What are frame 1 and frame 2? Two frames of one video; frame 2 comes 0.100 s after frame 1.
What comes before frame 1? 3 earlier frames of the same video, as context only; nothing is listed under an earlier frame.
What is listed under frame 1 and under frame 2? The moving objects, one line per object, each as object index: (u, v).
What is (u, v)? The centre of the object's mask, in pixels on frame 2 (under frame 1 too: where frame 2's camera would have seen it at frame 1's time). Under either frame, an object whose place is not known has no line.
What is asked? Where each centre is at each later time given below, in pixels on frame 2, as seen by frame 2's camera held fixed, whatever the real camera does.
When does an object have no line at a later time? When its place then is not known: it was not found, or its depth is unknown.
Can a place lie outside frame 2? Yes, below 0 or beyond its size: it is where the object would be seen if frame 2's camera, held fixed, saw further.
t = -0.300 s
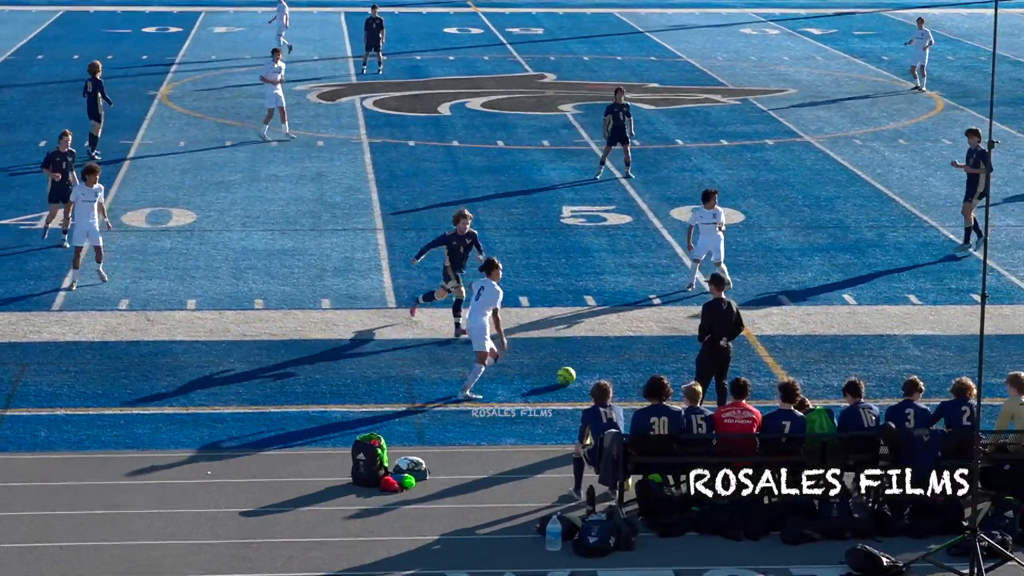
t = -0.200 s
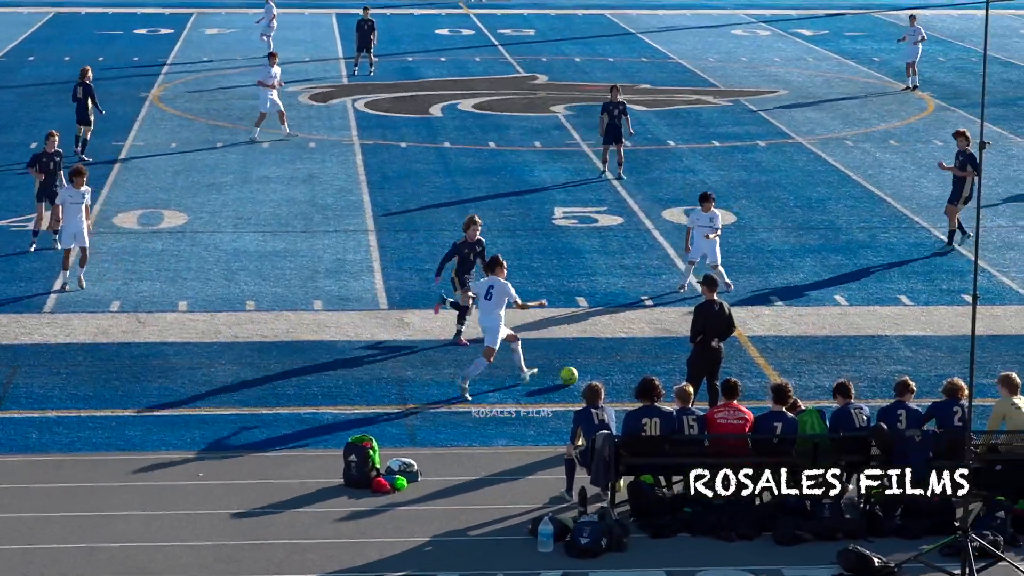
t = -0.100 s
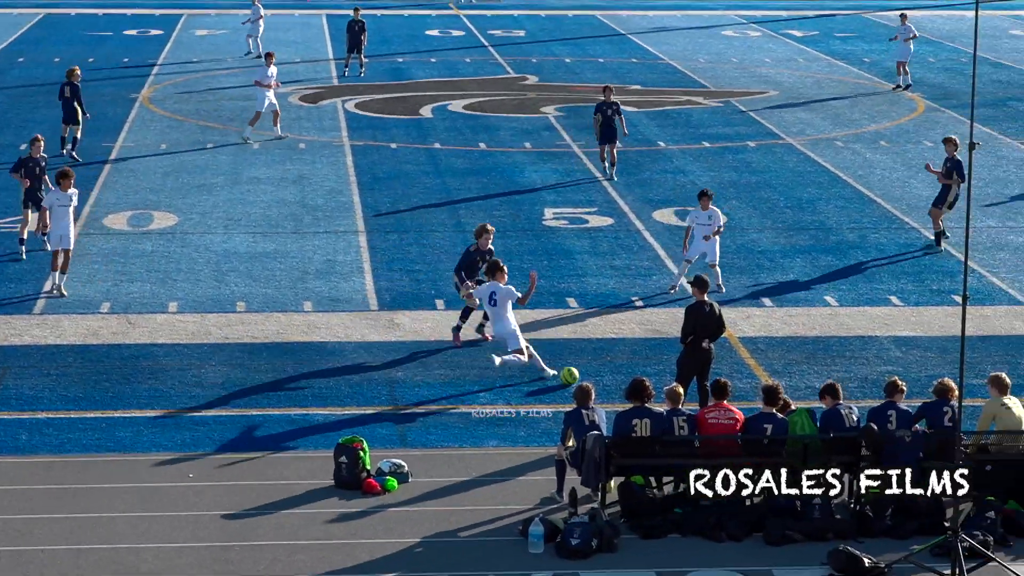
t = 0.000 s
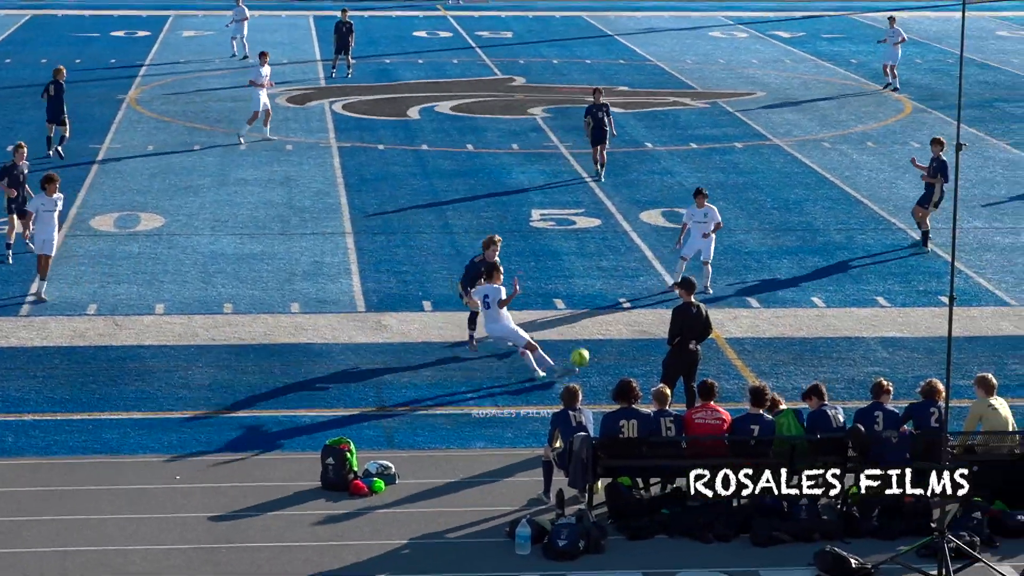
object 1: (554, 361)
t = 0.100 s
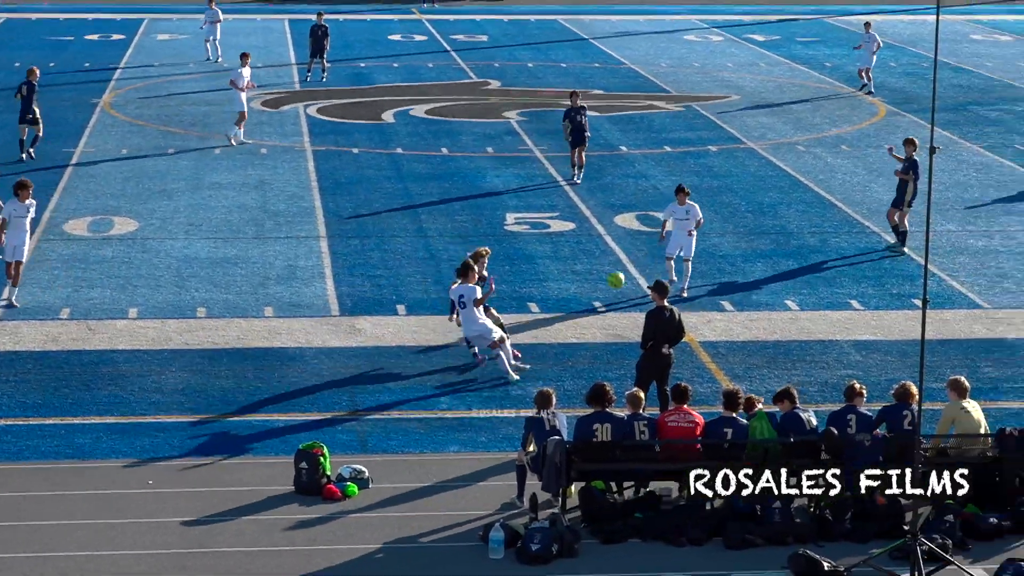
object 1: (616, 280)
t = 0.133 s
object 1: (634, 256)
